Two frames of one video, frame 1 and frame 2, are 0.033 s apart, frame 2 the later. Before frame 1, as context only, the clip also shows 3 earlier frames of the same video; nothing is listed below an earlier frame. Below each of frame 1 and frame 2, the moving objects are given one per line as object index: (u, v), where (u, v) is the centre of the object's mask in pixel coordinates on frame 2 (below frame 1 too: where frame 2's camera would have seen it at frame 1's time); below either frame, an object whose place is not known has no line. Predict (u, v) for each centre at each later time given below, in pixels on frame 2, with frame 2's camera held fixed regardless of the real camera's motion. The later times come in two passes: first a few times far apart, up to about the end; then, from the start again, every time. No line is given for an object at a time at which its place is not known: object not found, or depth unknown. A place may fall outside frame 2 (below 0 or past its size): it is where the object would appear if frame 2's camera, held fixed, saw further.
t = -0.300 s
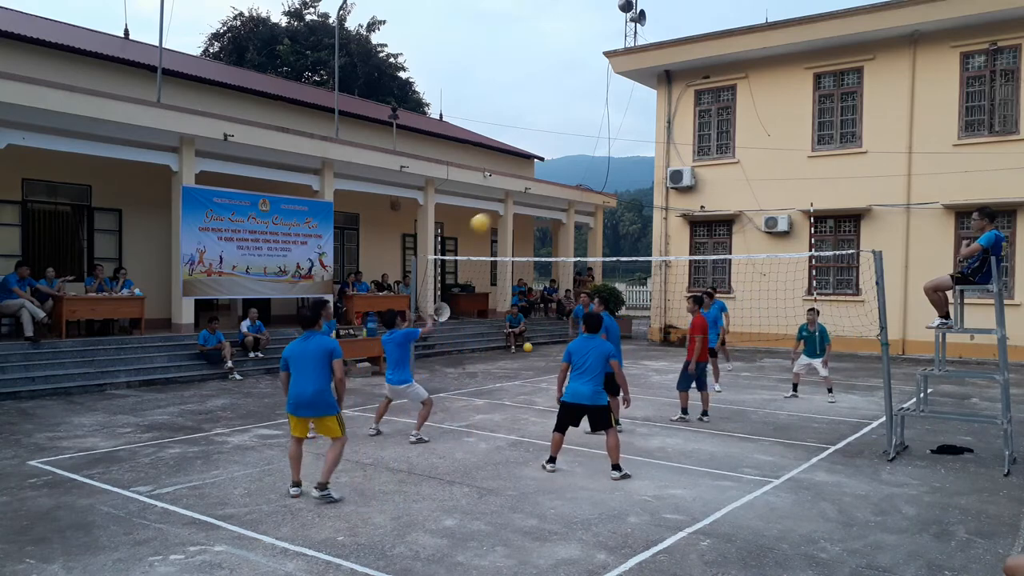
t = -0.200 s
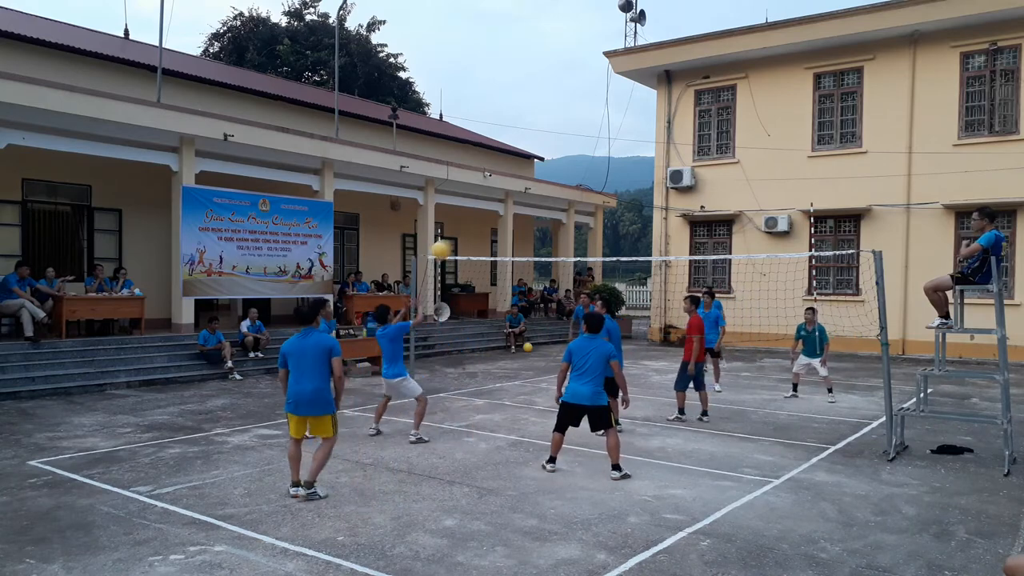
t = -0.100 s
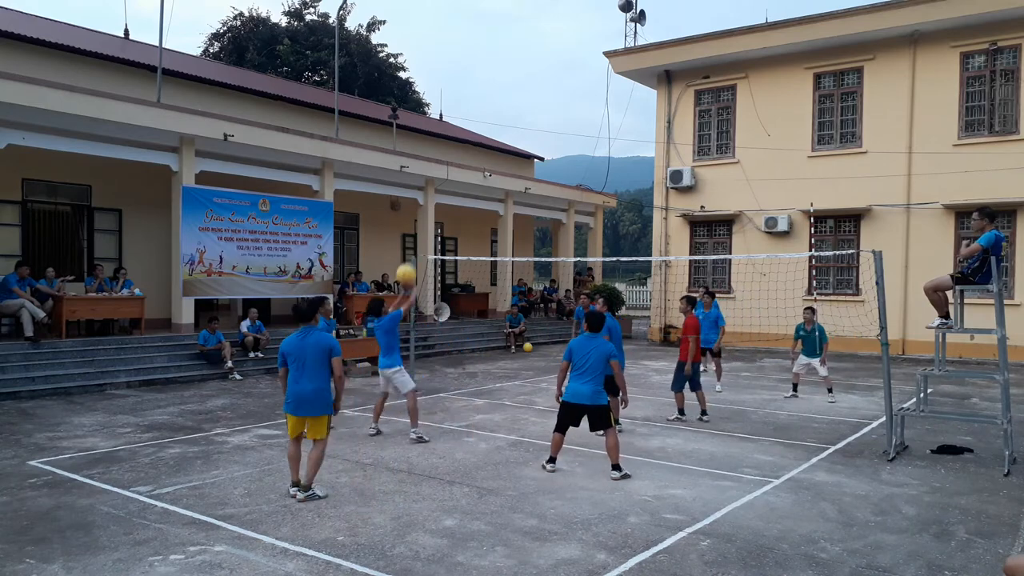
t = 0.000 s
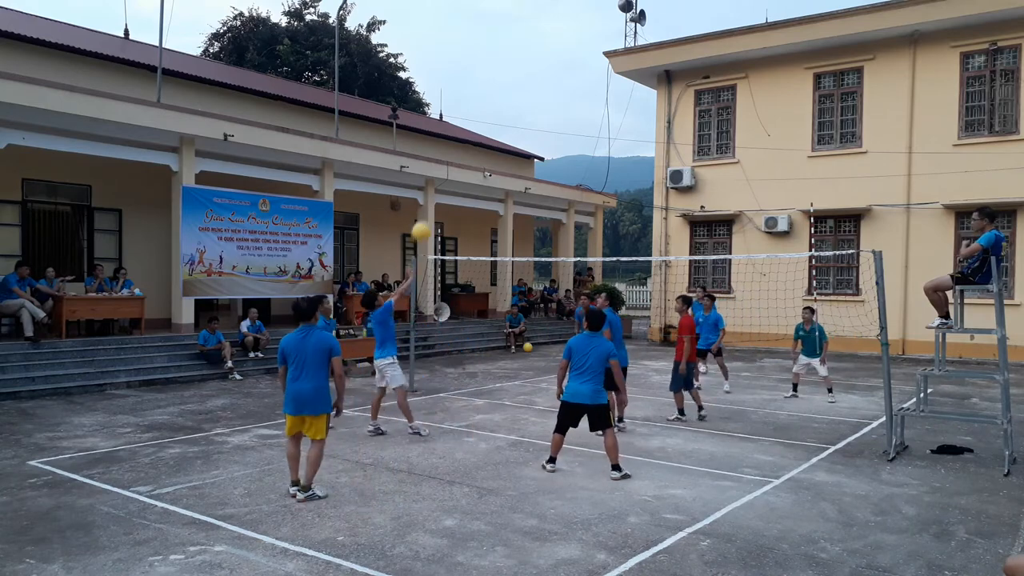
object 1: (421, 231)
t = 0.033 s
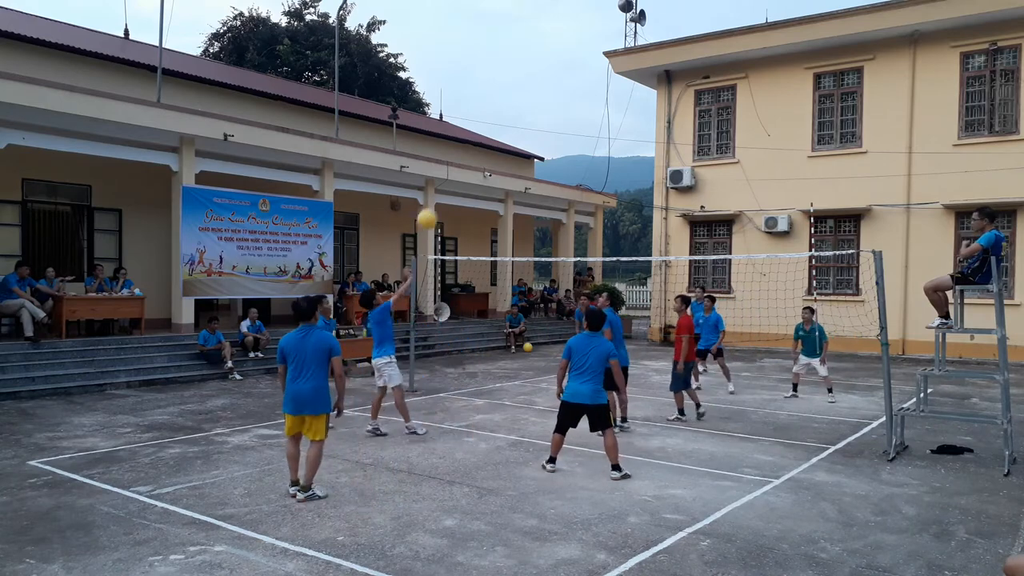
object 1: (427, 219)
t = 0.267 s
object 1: (463, 158)
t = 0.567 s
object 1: (506, 147)
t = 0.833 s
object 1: (541, 197)
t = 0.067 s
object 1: (432, 207)
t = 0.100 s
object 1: (438, 196)
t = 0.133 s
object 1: (443, 188)
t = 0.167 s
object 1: (448, 179)
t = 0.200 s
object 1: (453, 171)
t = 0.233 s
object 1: (458, 164)
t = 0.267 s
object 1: (463, 158)
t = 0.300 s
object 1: (468, 153)
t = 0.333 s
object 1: (473, 149)
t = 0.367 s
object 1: (478, 146)
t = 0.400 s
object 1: (483, 144)
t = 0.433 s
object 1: (488, 143)
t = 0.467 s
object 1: (493, 143)
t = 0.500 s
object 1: (497, 143)
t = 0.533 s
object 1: (502, 145)
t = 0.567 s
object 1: (506, 147)
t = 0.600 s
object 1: (511, 150)
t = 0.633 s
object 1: (515, 155)
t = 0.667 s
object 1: (520, 160)
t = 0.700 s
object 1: (524, 165)
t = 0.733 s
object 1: (528, 172)
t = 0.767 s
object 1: (533, 179)
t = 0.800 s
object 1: (537, 188)
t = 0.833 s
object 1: (541, 197)
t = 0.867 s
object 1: (545, 207)
